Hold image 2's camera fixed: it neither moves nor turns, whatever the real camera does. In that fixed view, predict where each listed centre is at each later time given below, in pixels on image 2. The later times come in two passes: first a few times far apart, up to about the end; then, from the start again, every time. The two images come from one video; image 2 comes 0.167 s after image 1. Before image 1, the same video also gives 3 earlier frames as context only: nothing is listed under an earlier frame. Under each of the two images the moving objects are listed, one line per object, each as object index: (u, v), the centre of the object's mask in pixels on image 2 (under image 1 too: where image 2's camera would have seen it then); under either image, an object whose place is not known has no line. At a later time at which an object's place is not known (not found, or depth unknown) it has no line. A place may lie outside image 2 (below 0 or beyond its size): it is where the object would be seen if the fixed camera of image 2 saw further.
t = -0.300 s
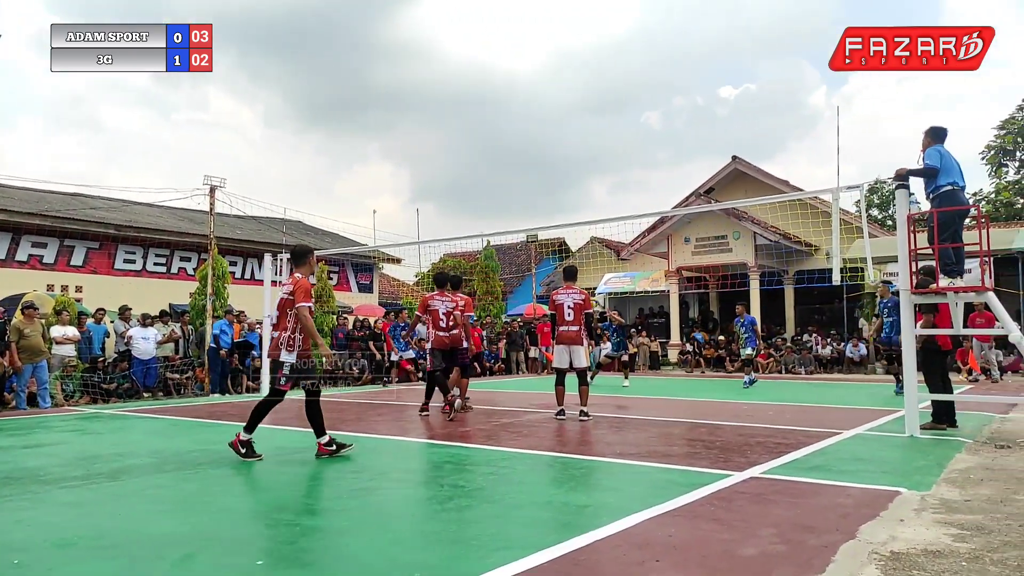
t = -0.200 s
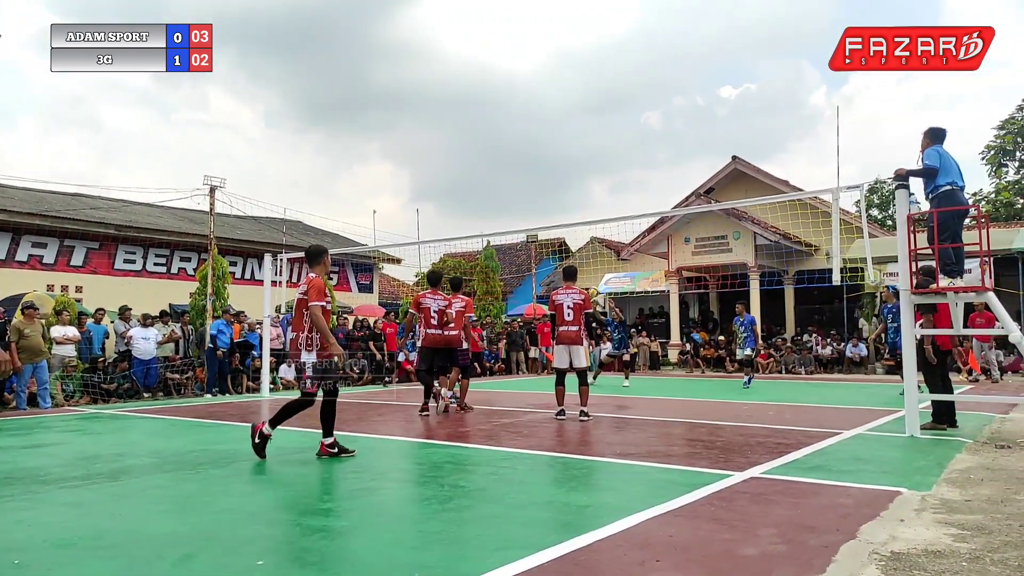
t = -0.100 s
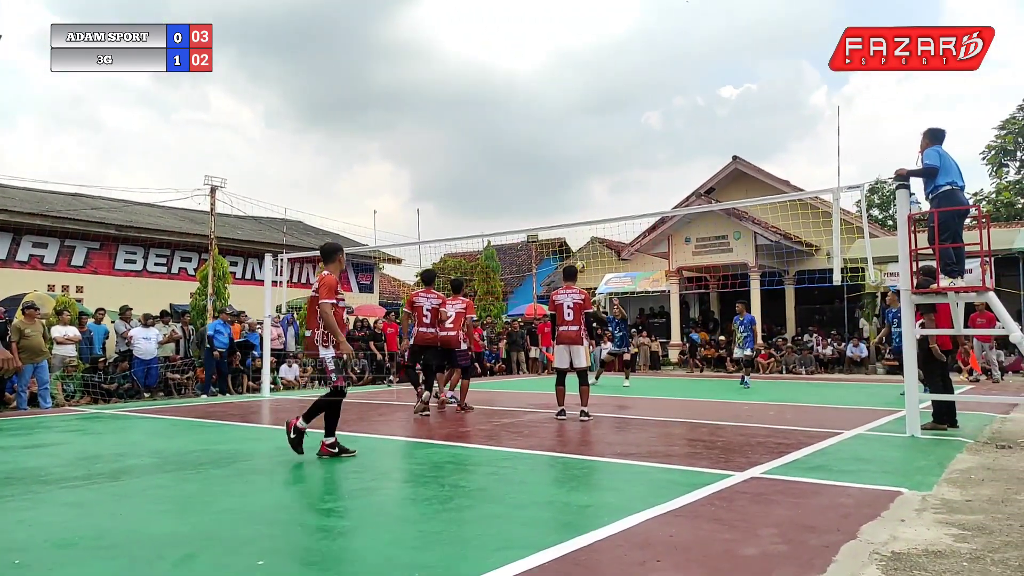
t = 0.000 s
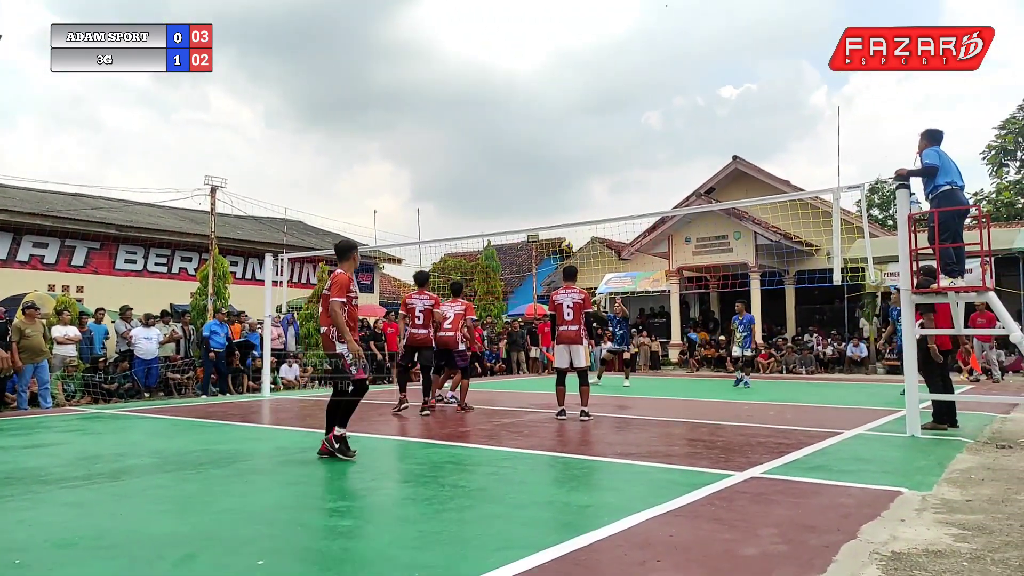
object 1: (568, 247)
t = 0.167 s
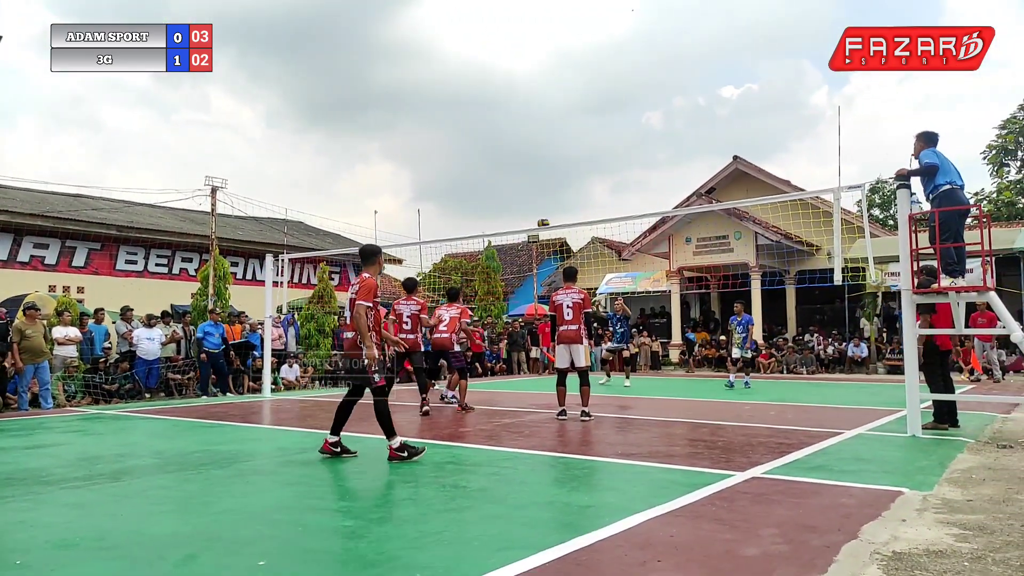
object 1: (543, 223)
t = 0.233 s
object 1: (533, 218)
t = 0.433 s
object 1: (500, 217)
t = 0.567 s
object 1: (477, 229)
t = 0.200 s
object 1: (538, 221)
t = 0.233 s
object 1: (533, 218)
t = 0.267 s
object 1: (527, 216)
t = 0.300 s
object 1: (522, 215)
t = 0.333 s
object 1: (517, 215)
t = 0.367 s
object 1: (511, 215)
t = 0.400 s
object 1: (505, 216)
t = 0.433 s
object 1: (500, 217)
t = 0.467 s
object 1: (494, 219)
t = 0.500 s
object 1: (488, 222)
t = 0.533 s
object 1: (483, 225)
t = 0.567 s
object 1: (477, 229)
